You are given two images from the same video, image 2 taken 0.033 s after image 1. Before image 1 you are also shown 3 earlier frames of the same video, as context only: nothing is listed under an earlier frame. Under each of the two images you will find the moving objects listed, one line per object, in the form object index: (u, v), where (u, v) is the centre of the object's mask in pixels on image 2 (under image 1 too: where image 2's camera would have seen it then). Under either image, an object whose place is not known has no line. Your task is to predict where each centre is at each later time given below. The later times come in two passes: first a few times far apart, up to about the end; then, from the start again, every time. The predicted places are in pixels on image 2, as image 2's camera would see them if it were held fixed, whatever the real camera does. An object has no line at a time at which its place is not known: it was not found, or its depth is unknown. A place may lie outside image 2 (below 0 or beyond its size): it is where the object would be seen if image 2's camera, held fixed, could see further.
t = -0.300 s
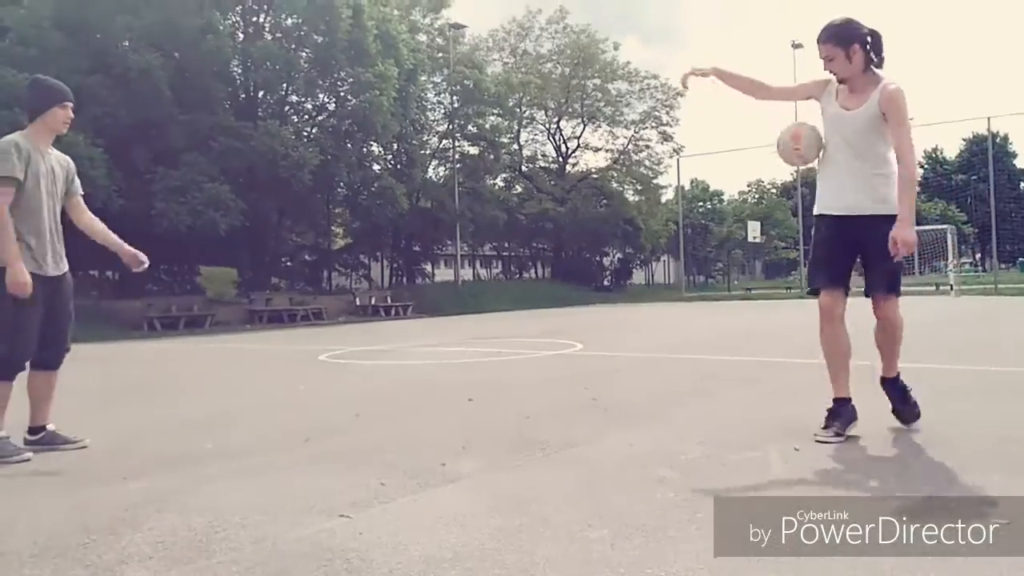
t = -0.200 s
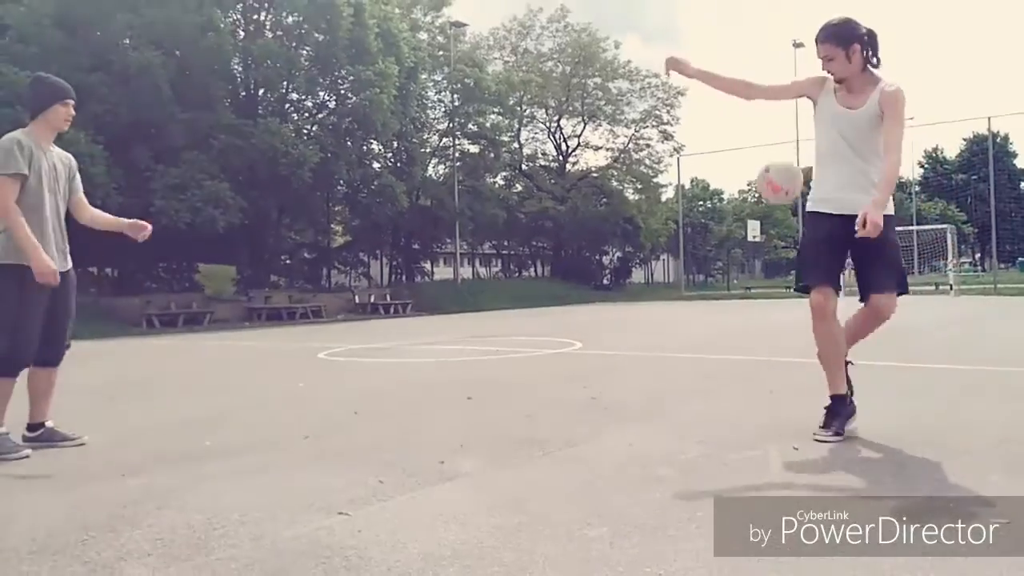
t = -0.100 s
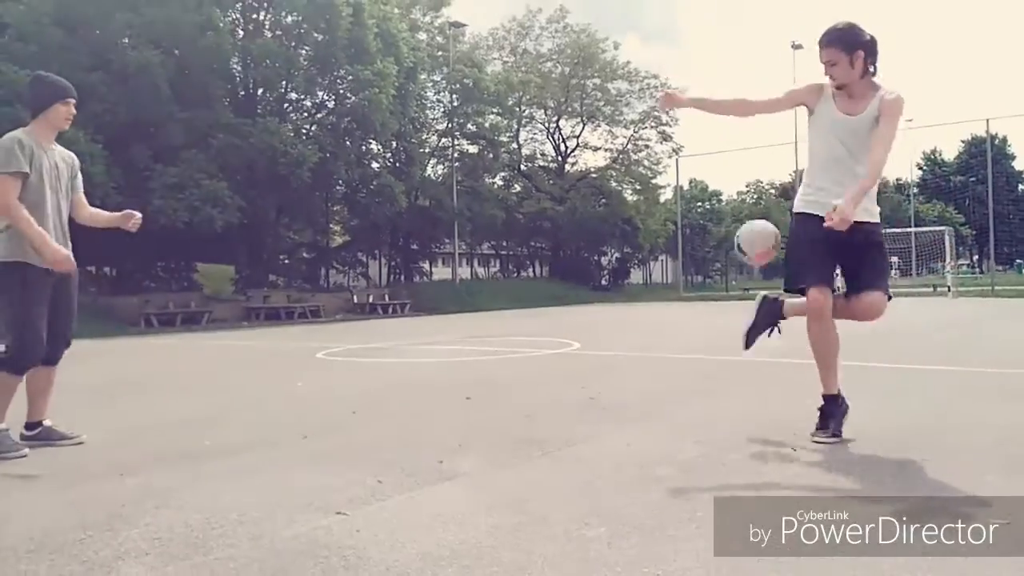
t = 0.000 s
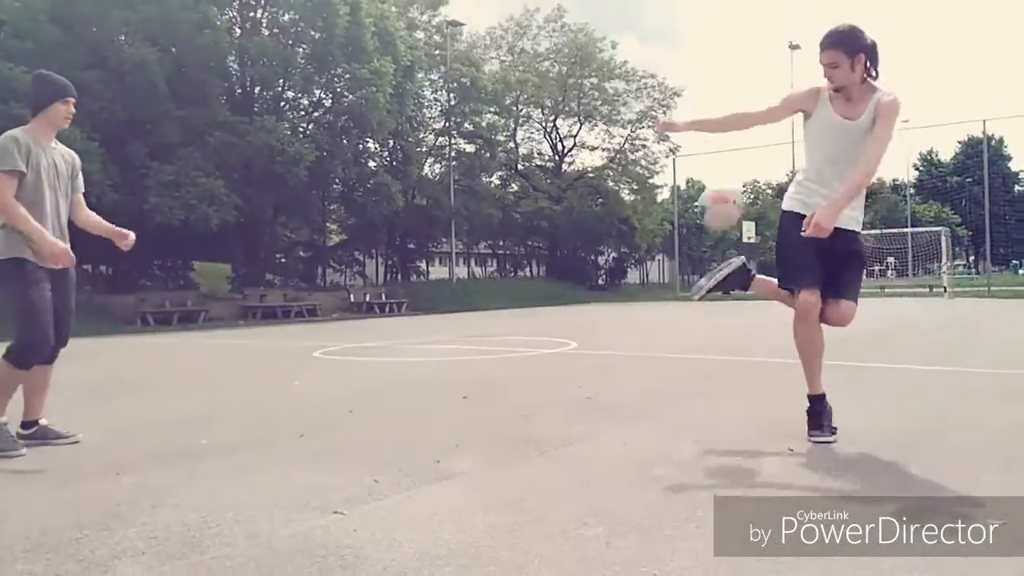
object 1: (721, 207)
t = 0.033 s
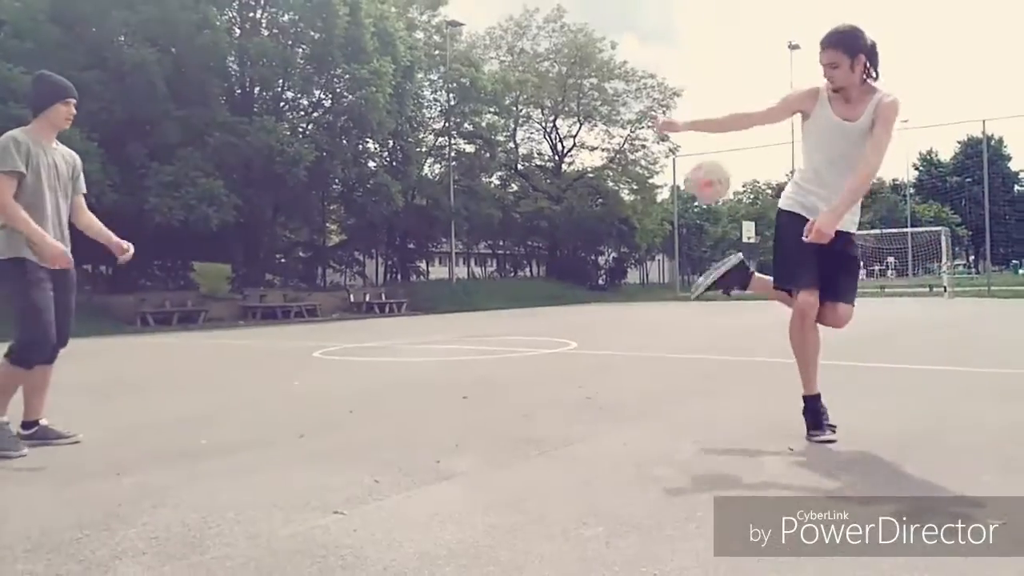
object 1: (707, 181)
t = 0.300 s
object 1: (615, 81)
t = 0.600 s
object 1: (500, 190)
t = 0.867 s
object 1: (378, 448)
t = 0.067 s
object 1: (693, 160)
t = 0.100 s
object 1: (679, 139)
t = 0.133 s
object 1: (668, 121)
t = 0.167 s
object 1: (659, 109)
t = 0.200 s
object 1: (648, 97)
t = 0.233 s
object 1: (640, 89)
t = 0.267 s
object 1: (625, 84)
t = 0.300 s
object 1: (615, 81)
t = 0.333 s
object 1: (603, 79)
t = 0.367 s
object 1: (590, 81)
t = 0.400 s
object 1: (578, 87)
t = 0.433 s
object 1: (566, 95)
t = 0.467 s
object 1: (552, 106)
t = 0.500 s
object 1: (539, 121)
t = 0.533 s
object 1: (526, 141)
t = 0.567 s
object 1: (512, 163)
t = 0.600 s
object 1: (500, 190)
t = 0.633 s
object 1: (486, 222)
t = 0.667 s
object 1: (471, 257)
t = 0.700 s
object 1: (456, 296)
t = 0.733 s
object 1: (441, 341)
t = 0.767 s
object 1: (426, 392)
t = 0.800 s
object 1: (409, 449)
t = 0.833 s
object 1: (393, 471)
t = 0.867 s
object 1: (378, 448)
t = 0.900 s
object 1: (363, 424)
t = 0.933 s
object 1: (349, 405)
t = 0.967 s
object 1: (334, 388)
